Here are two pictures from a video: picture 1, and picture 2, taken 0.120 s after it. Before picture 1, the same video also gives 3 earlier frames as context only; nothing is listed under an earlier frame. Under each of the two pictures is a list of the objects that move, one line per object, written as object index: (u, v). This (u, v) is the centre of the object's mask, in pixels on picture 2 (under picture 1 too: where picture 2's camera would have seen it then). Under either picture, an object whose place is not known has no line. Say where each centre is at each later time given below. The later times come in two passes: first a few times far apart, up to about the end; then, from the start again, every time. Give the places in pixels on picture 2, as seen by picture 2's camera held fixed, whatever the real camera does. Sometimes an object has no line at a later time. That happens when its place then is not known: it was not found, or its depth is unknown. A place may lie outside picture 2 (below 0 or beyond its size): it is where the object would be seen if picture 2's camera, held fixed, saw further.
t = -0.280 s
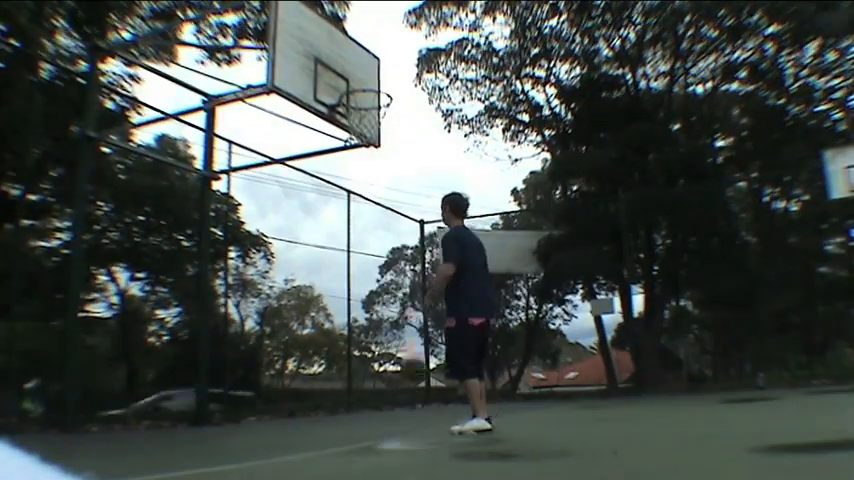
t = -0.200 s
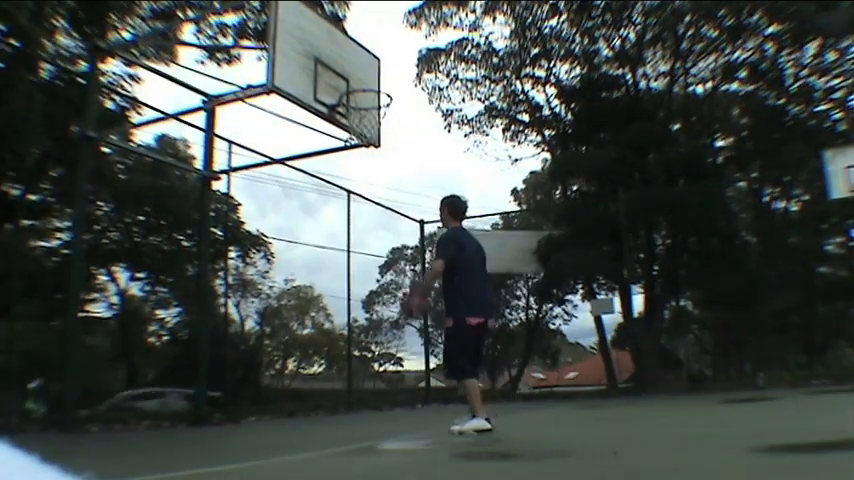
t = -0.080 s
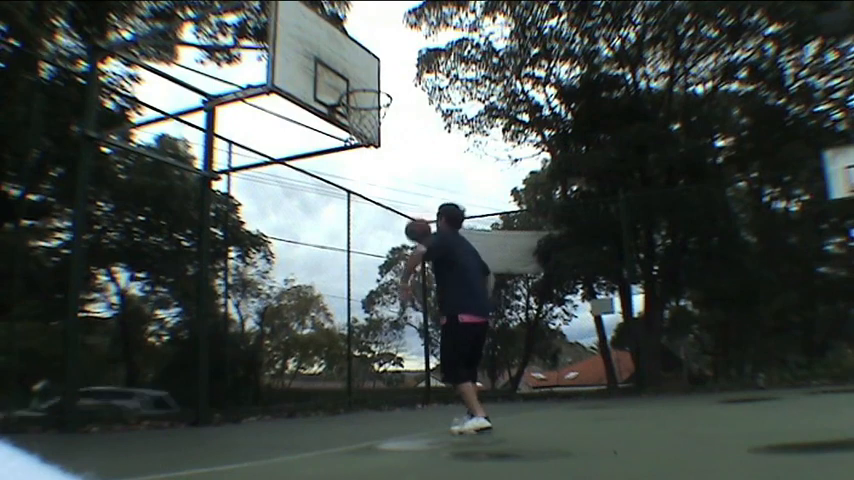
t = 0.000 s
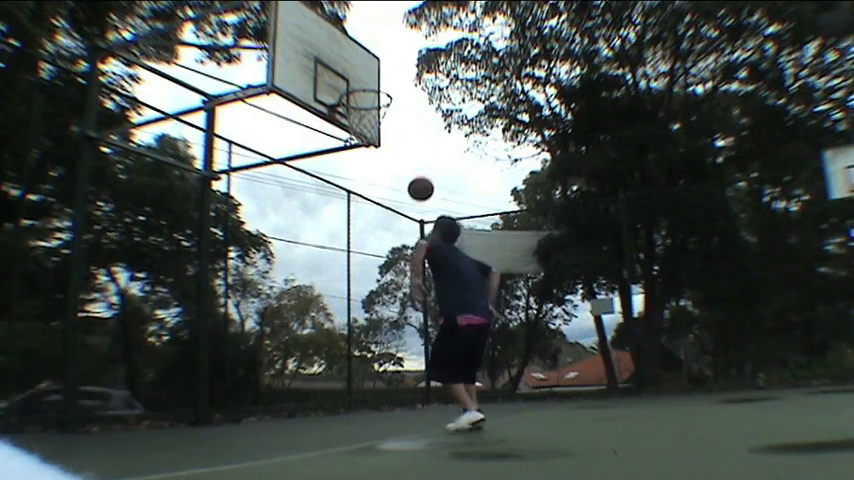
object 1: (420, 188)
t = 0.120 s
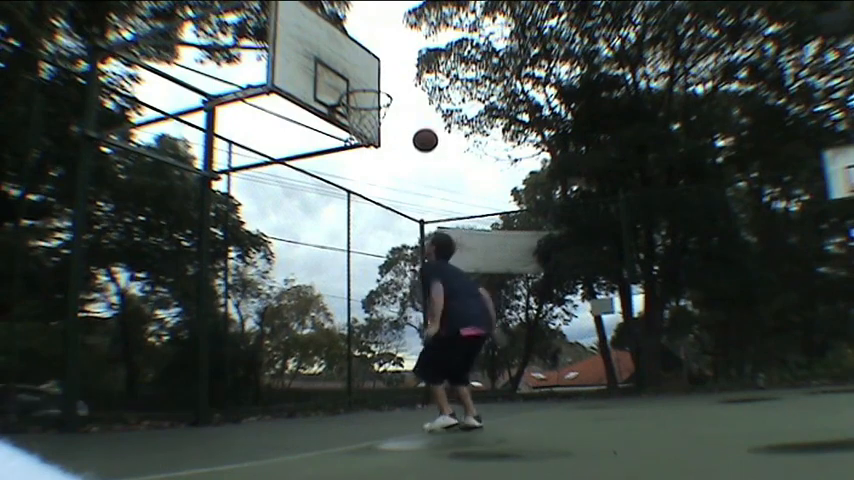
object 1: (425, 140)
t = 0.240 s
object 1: (430, 107)
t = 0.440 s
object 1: (438, 83)
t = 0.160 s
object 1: (426, 127)
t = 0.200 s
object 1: (428, 116)
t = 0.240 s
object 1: (430, 107)
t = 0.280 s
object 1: (431, 99)
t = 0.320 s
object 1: (433, 93)
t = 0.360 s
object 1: (434, 88)
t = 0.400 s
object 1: (437, 85)
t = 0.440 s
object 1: (438, 83)
